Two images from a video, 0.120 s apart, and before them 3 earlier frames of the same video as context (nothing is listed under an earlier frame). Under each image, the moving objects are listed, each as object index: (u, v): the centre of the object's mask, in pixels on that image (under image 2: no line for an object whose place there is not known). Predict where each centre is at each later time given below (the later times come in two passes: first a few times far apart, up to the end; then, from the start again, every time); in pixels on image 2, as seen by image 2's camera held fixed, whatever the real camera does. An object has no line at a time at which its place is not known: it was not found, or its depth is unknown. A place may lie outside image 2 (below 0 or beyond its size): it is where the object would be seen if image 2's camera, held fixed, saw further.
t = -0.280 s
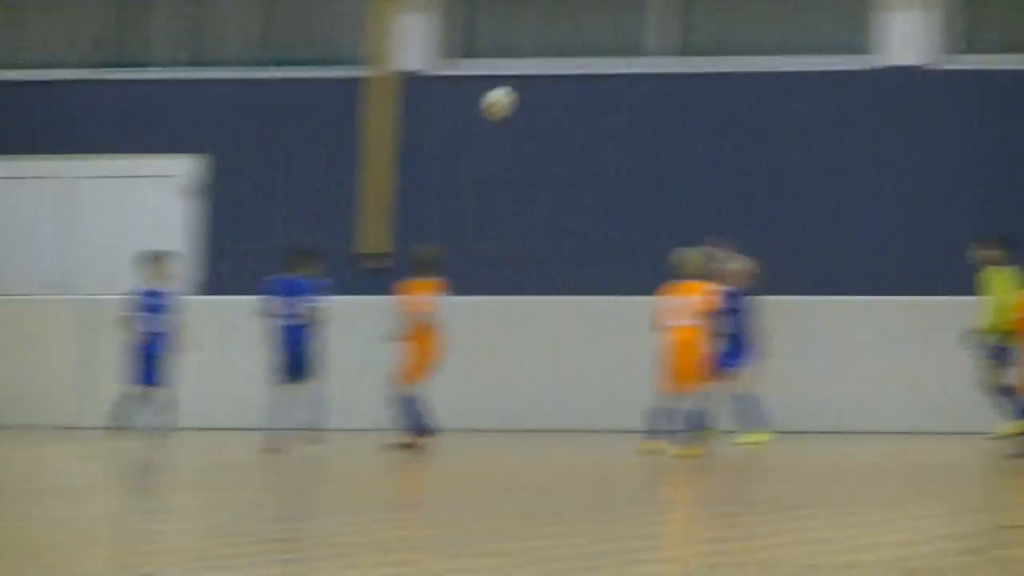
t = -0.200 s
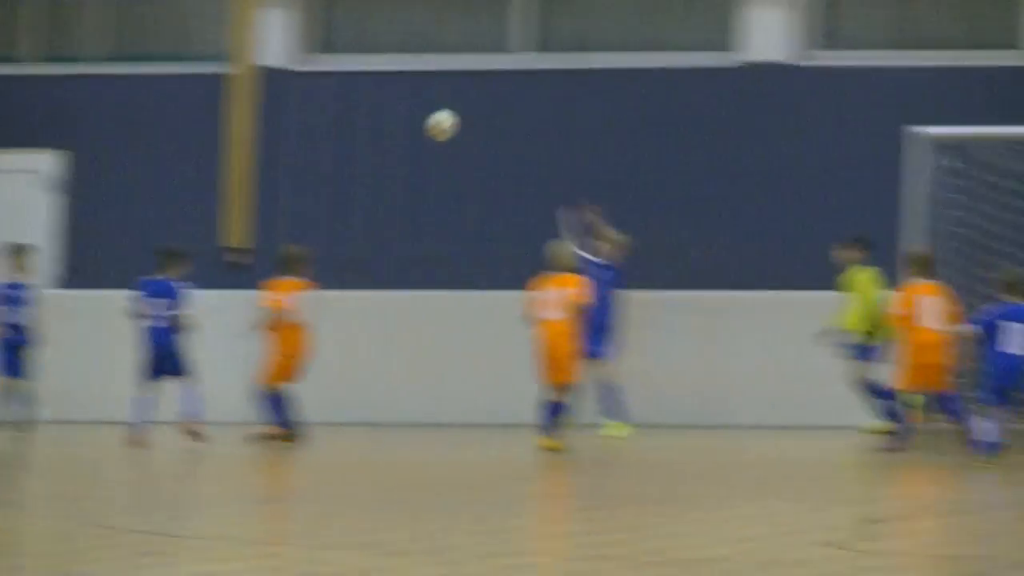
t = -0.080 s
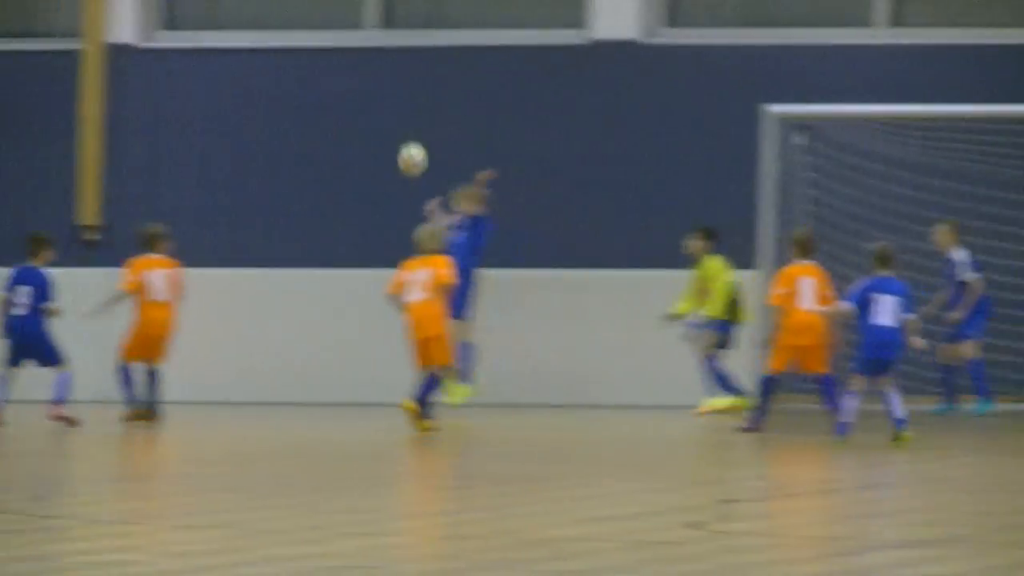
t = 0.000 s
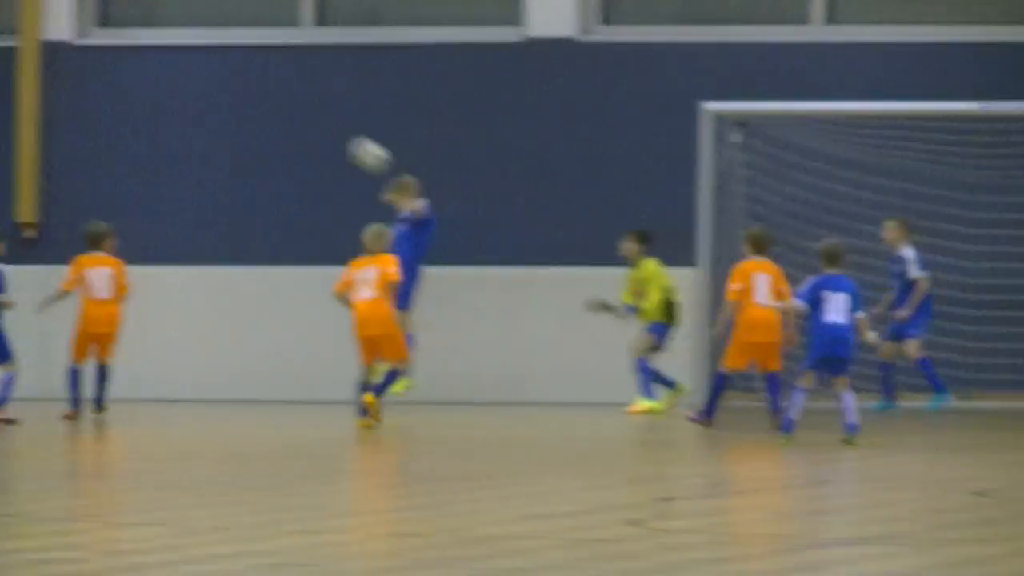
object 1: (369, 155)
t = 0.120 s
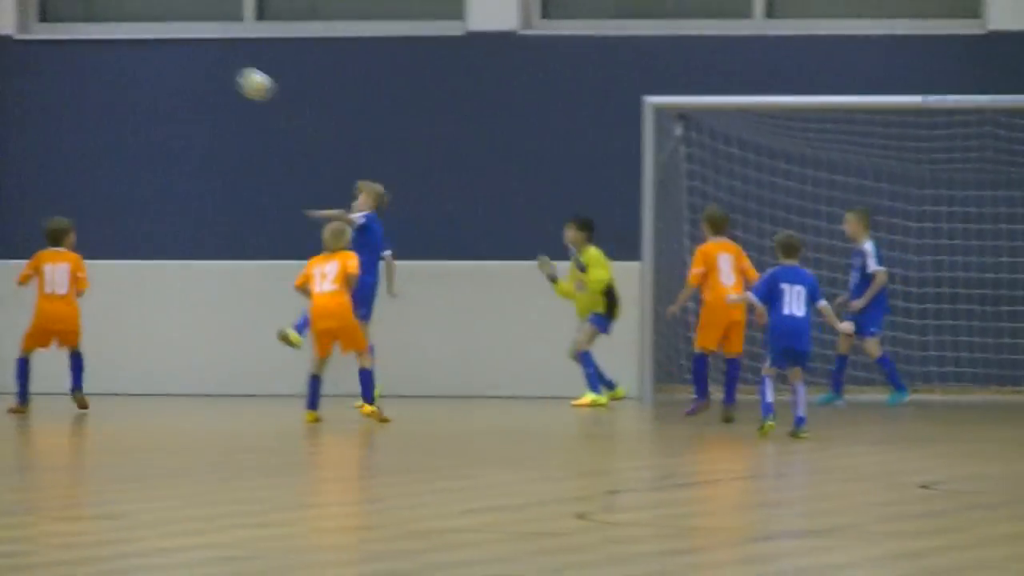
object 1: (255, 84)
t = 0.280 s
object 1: (179, 29)
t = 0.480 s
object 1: (76, 2)
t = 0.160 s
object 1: (236, 67)
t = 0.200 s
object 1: (218, 53)
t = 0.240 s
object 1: (198, 40)
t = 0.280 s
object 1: (179, 29)
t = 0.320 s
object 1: (160, 19)
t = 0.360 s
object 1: (140, 12)
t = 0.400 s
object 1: (119, 7)
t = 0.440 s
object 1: (100, 5)
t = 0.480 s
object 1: (76, 2)
